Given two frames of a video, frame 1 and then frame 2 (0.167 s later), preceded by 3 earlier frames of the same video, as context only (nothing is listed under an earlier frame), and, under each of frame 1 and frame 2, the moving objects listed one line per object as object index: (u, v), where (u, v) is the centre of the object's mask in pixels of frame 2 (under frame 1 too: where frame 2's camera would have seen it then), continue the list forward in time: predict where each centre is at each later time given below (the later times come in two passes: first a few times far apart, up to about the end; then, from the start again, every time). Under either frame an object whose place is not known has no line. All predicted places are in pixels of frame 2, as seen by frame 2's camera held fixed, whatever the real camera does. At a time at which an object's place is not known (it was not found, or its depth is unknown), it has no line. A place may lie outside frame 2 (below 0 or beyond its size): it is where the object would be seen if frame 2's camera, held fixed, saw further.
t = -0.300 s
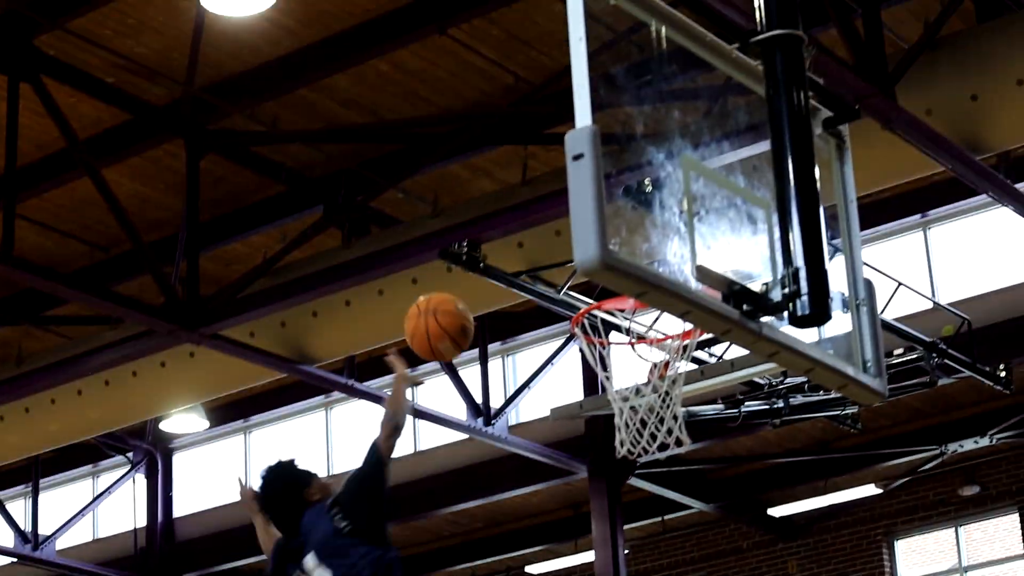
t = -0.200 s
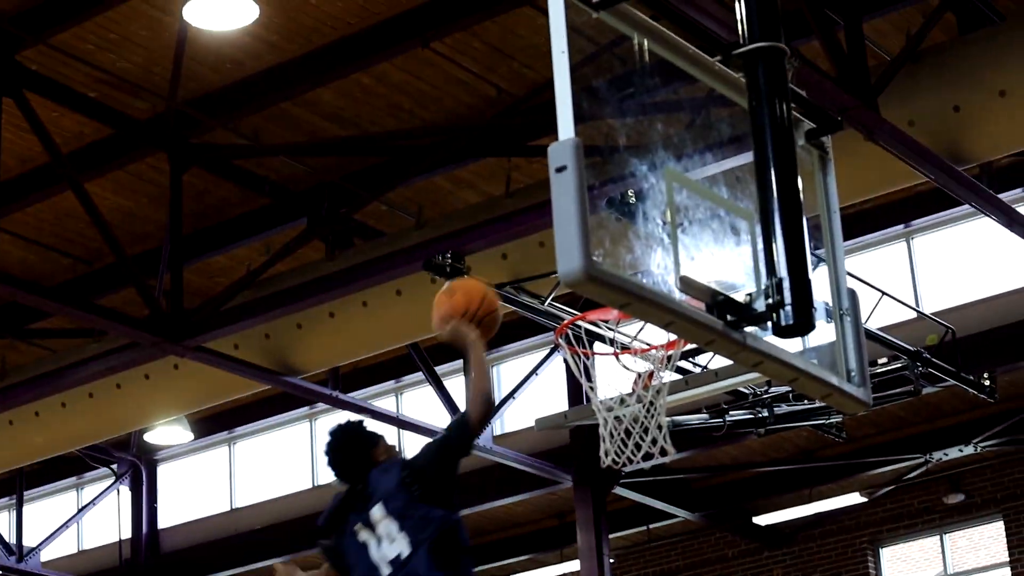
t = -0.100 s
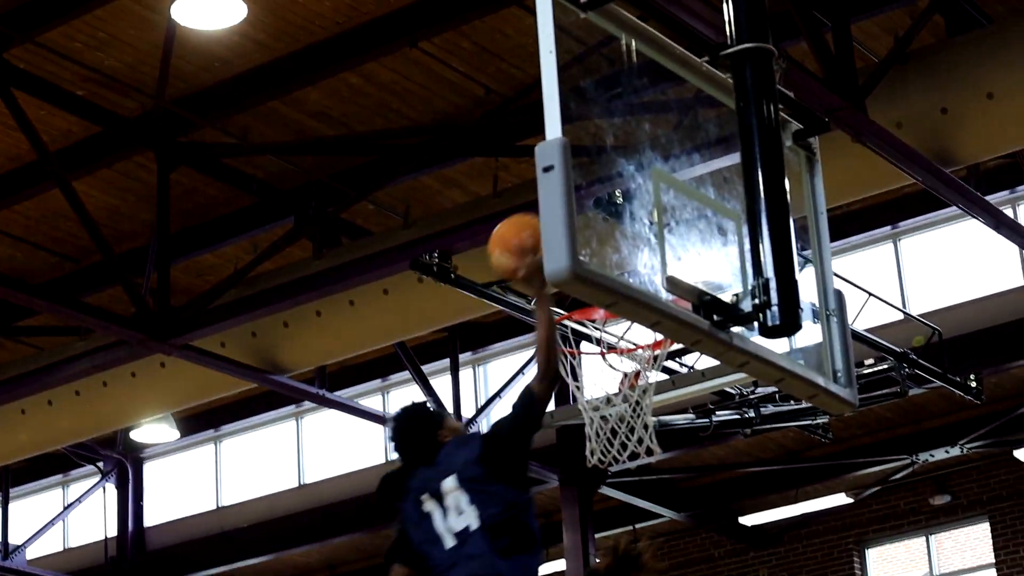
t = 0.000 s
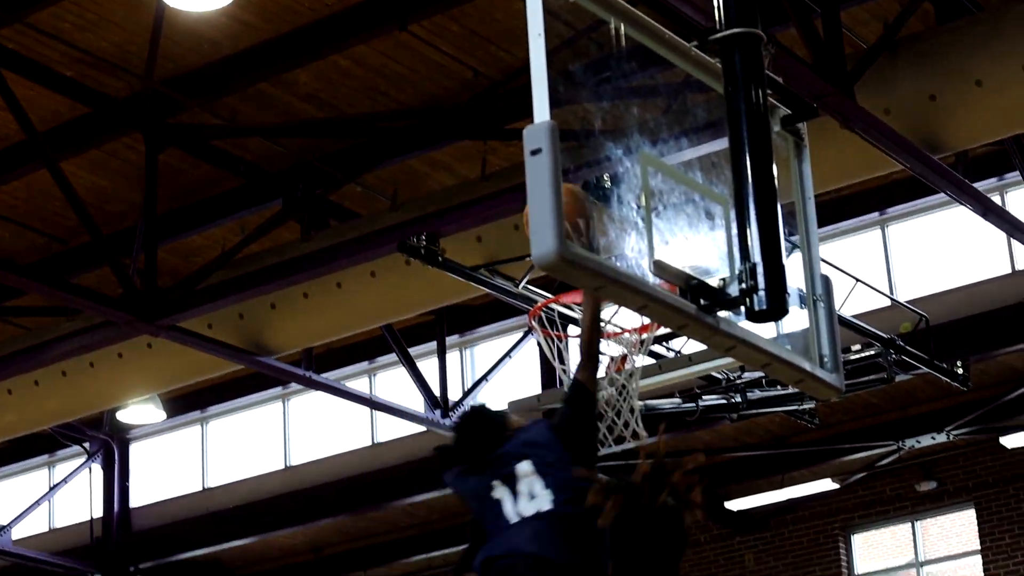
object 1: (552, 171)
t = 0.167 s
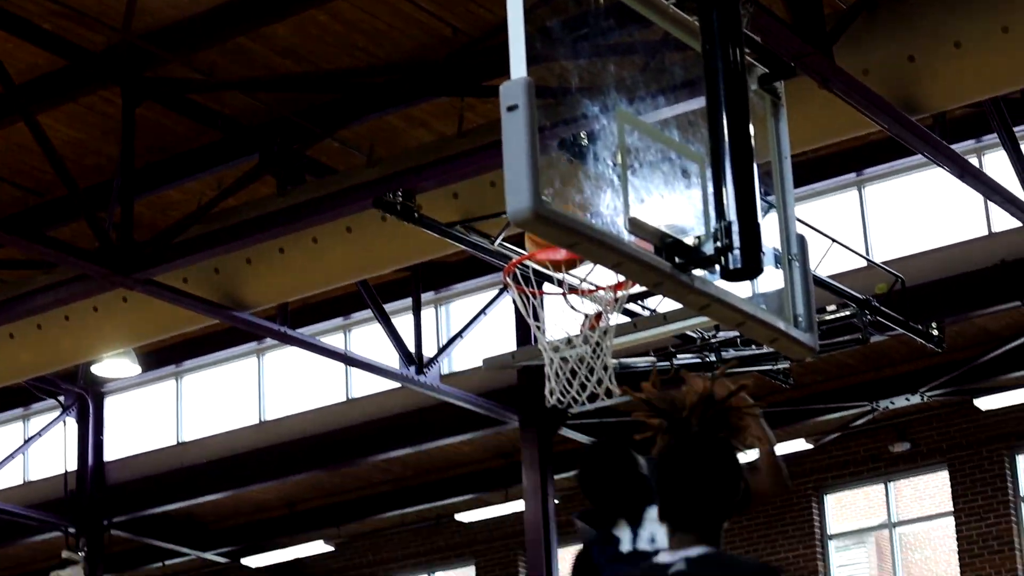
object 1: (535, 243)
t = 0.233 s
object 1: (569, 280)
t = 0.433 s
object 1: (566, 316)
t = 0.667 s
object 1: (547, 407)
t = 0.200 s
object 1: (562, 274)
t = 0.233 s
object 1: (569, 280)
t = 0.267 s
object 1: (577, 279)
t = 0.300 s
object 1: (584, 280)
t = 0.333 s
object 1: (591, 282)
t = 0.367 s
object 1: (583, 287)
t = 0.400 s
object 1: (574, 298)
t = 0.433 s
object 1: (566, 316)
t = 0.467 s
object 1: (557, 335)
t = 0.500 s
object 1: (549, 356)
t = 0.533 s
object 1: (544, 365)
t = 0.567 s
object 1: (544, 371)
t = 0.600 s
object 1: (544, 381)
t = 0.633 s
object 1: (546, 393)
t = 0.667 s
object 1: (547, 407)
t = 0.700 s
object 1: (548, 424)
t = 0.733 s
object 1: (548, 444)
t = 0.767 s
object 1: (549, 468)
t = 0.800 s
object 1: (550, 494)
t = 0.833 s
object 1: (550, 524)
